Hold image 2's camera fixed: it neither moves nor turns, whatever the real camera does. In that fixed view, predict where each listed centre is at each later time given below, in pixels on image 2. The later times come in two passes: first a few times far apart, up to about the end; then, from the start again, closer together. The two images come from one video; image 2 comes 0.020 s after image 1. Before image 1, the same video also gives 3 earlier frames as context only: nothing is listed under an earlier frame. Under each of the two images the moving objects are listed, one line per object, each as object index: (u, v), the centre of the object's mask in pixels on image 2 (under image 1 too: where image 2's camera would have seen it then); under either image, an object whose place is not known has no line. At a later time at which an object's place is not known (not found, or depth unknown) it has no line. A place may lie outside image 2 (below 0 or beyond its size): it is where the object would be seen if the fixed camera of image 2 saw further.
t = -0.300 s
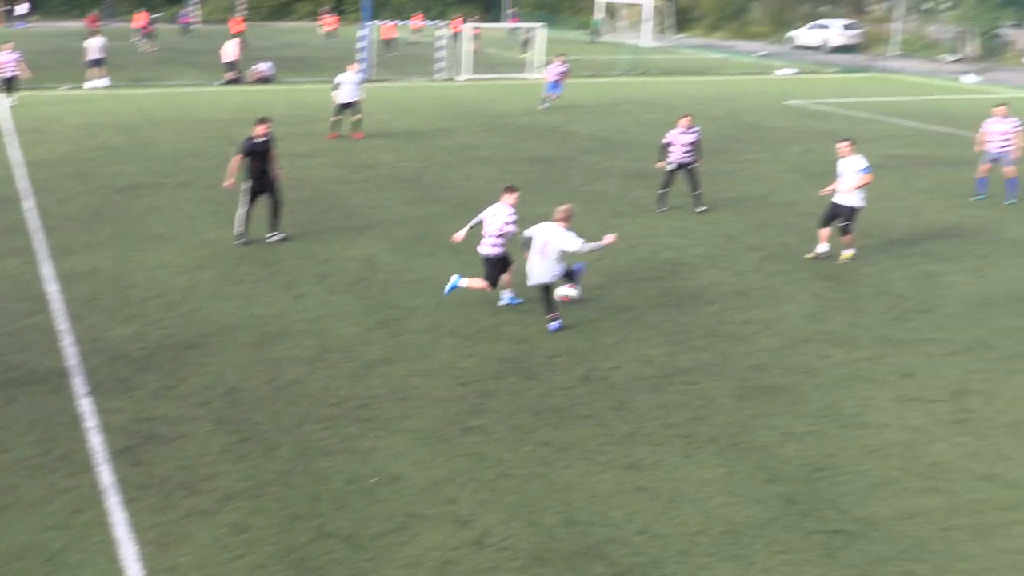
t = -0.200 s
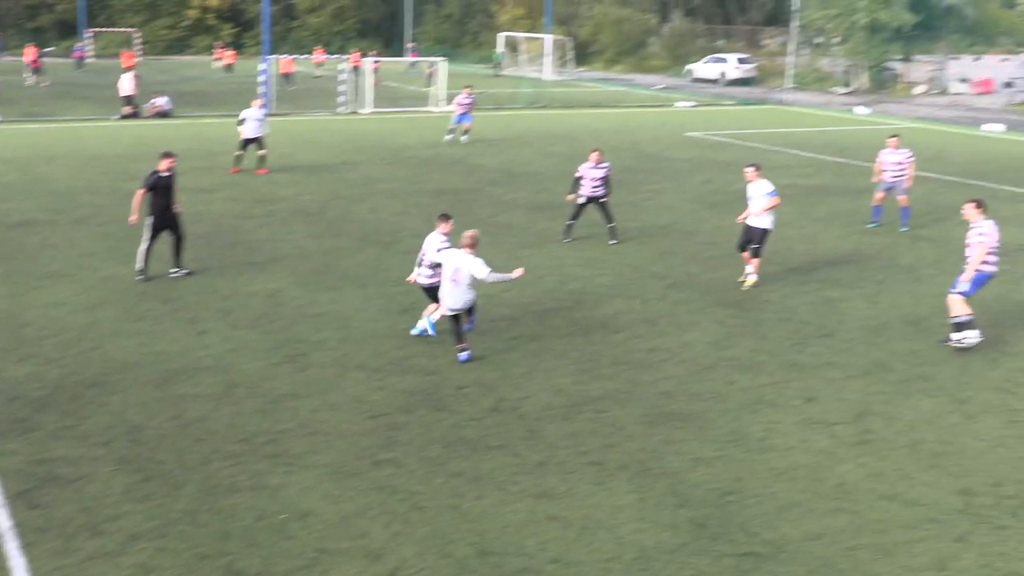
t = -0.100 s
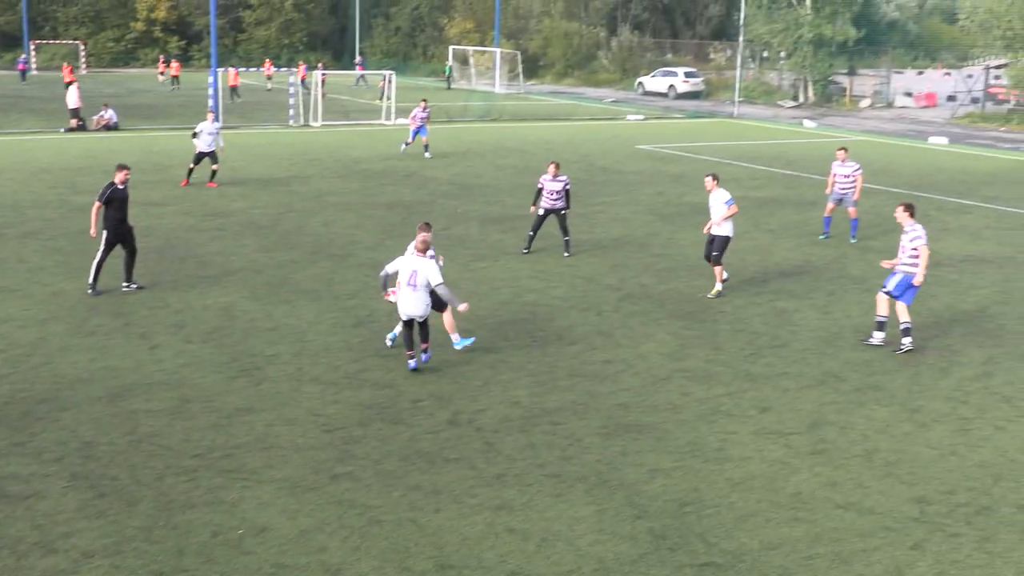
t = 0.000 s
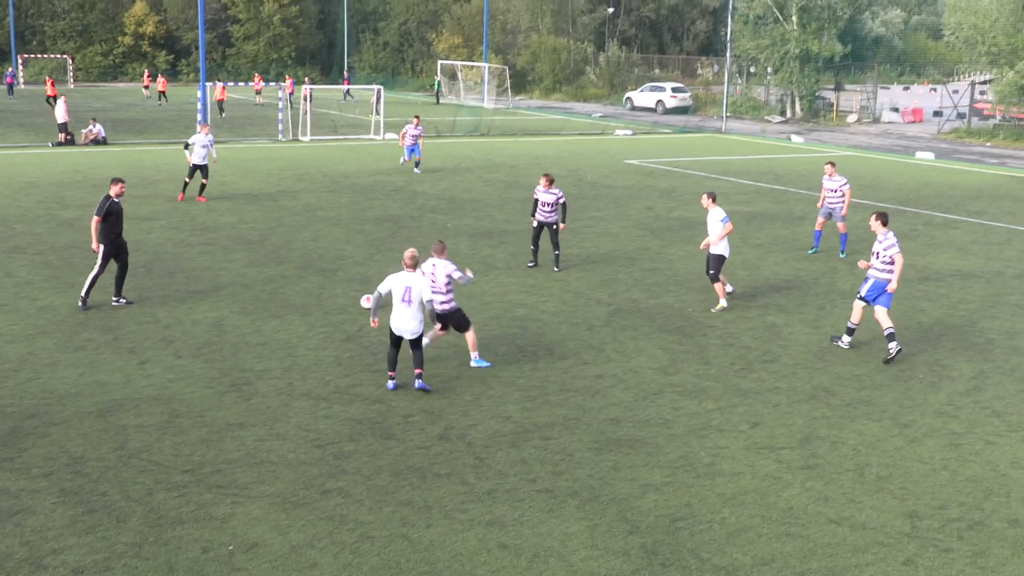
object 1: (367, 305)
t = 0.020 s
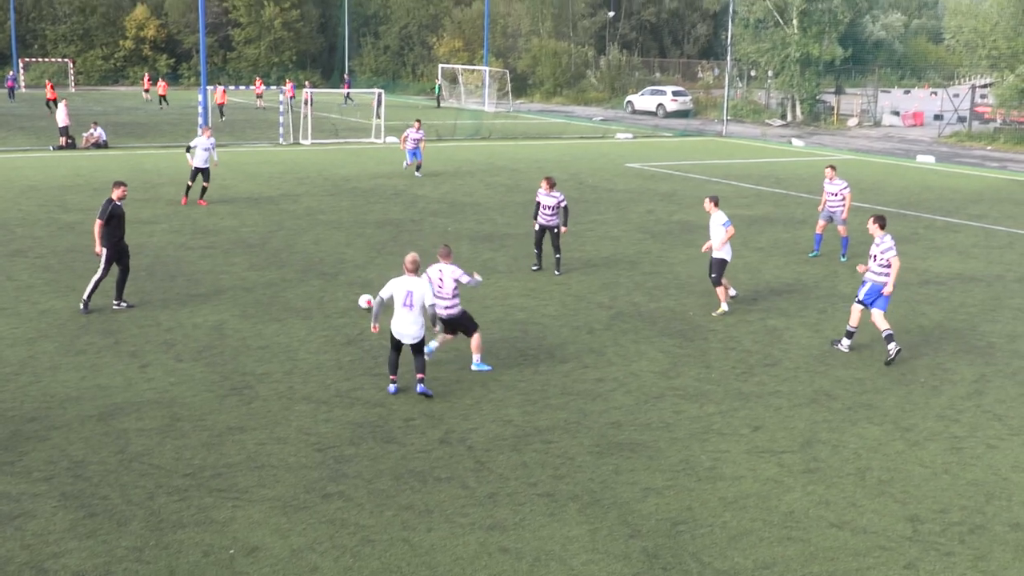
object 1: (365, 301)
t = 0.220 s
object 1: (340, 278)
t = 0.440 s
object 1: (317, 256)
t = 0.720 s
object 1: (286, 227)
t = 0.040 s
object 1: (363, 297)
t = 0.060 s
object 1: (360, 293)
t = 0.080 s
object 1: (357, 290)
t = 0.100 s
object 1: (354, 287)
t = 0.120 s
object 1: (351, 284)
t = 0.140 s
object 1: (348, 282)
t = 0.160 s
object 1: (346, 280)
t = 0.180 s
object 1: (343, 279)
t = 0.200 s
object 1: (342, 278)
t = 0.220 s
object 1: (340, 278)
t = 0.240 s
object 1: (339, 278)
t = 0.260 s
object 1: (338, 277)
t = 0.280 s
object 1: (336, 275)
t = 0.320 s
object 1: (333, 268)
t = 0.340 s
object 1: (330, 261)
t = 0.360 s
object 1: (327, 260)
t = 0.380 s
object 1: (323, 259)
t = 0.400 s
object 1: (322, 256)
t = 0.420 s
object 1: (320, 255)
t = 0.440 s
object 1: (317, 256)
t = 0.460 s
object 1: (315, 255)
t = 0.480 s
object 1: (312, 255)
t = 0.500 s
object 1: (310, 253)
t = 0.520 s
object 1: (306, 250)
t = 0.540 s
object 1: (303, 248)
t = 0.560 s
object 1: (300, 245)
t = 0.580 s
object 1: (297, 242)
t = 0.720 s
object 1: (286, 227)
